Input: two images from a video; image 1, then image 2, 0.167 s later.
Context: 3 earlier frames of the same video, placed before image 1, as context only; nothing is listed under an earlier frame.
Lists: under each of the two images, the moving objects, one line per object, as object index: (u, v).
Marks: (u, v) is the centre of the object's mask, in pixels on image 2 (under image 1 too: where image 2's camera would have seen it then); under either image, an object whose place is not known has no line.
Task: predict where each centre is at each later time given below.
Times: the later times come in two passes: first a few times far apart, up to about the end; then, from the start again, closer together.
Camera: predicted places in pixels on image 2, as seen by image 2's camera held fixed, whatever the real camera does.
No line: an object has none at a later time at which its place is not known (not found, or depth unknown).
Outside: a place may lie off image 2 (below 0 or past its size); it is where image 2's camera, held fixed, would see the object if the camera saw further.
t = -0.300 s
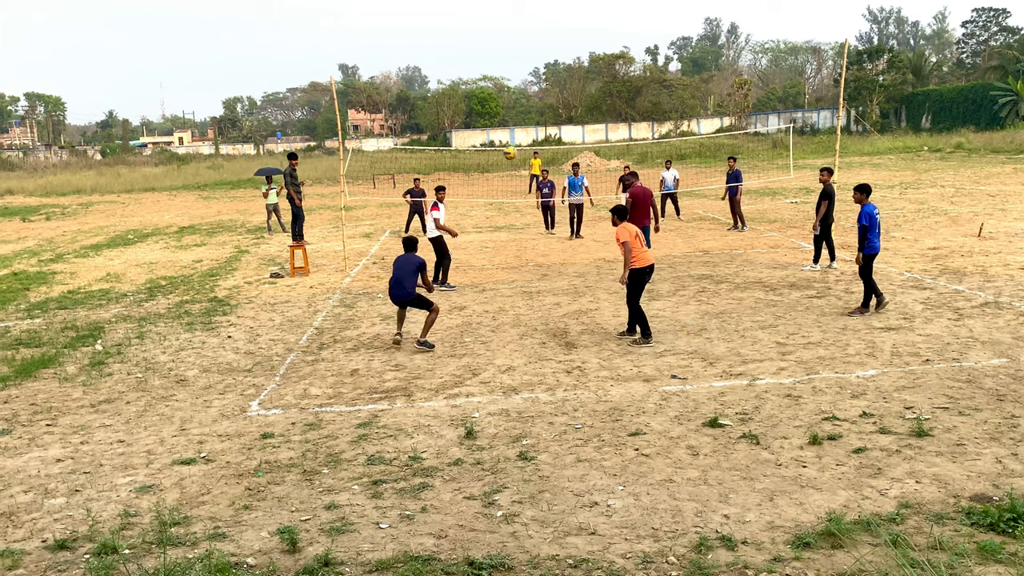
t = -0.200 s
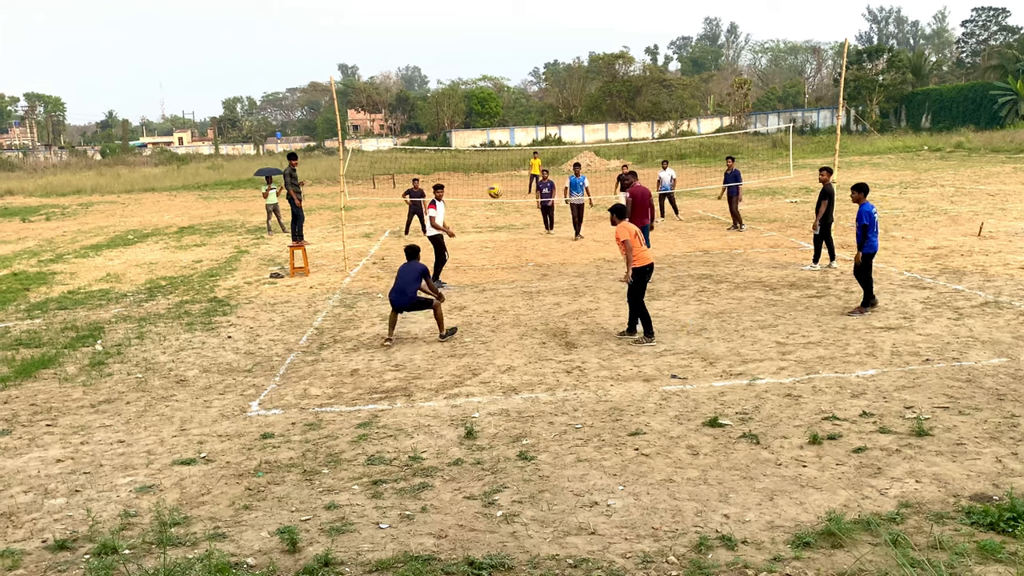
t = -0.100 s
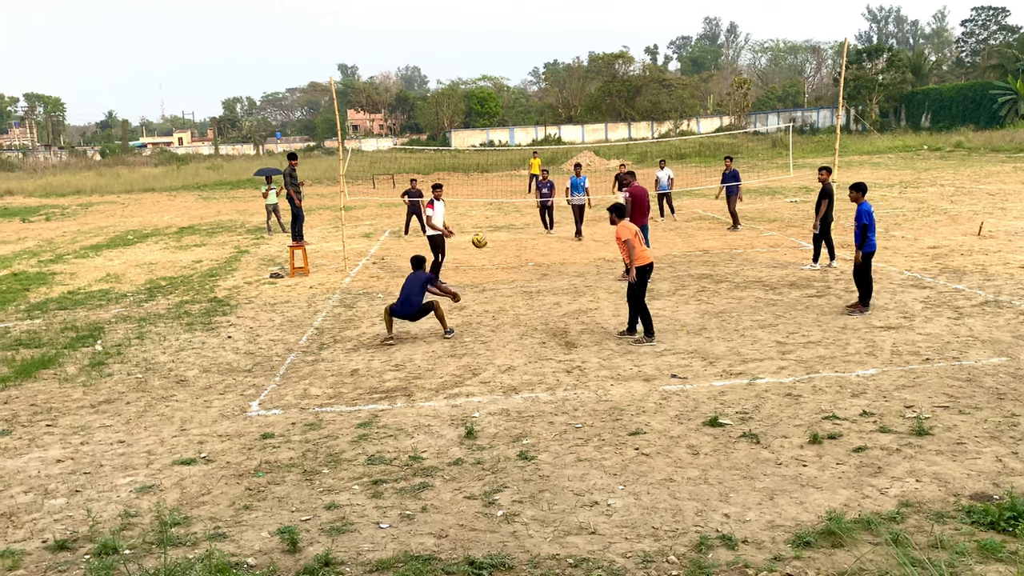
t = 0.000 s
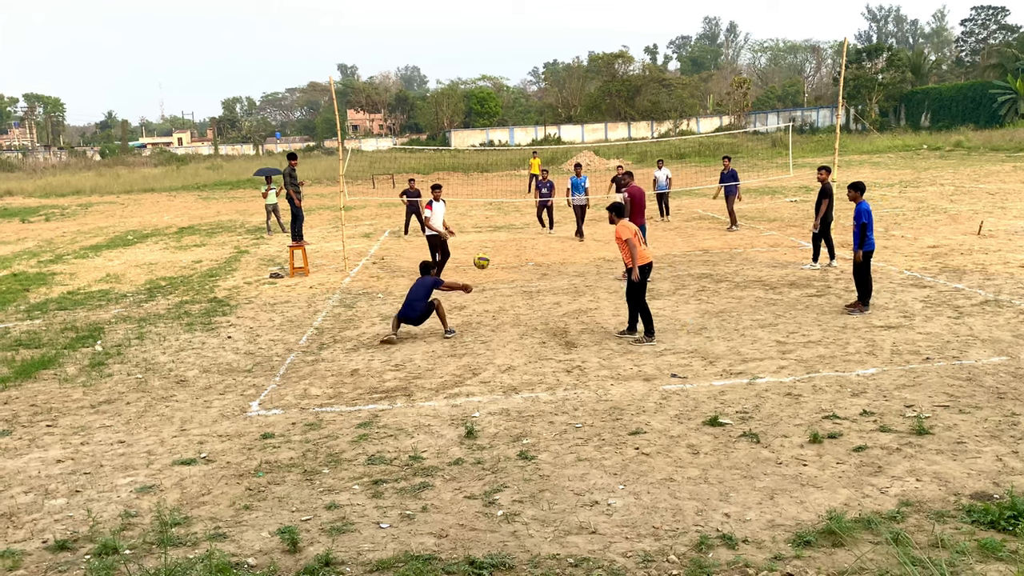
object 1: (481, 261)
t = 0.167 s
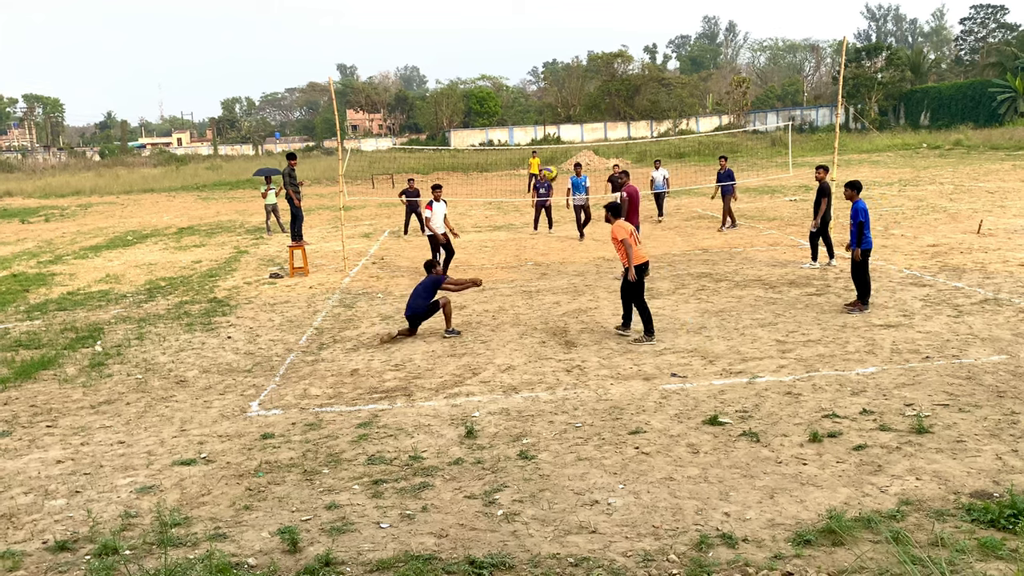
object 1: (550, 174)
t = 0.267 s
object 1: (590, 133)
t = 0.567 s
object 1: (714, 55)
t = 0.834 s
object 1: (823, 48)
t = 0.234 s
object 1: (576, 147)
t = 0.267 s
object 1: (590, 133)
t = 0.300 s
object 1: (604, 121)
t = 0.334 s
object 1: (618, 109)
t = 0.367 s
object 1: (632, 99)
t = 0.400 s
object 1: (645, 89)
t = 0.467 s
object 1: (674, 73)
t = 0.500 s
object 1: (687, 67)
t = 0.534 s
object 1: (701, 60)
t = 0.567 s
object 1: (714, 55)
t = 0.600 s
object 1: (728, 52)
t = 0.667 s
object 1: (755, 47)
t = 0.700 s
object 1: (769, 45)
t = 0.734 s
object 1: (782, 45)
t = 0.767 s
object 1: (796, 45)
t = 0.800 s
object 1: (810, 46)
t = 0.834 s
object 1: (823, 48)
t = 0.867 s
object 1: (836, 51)
